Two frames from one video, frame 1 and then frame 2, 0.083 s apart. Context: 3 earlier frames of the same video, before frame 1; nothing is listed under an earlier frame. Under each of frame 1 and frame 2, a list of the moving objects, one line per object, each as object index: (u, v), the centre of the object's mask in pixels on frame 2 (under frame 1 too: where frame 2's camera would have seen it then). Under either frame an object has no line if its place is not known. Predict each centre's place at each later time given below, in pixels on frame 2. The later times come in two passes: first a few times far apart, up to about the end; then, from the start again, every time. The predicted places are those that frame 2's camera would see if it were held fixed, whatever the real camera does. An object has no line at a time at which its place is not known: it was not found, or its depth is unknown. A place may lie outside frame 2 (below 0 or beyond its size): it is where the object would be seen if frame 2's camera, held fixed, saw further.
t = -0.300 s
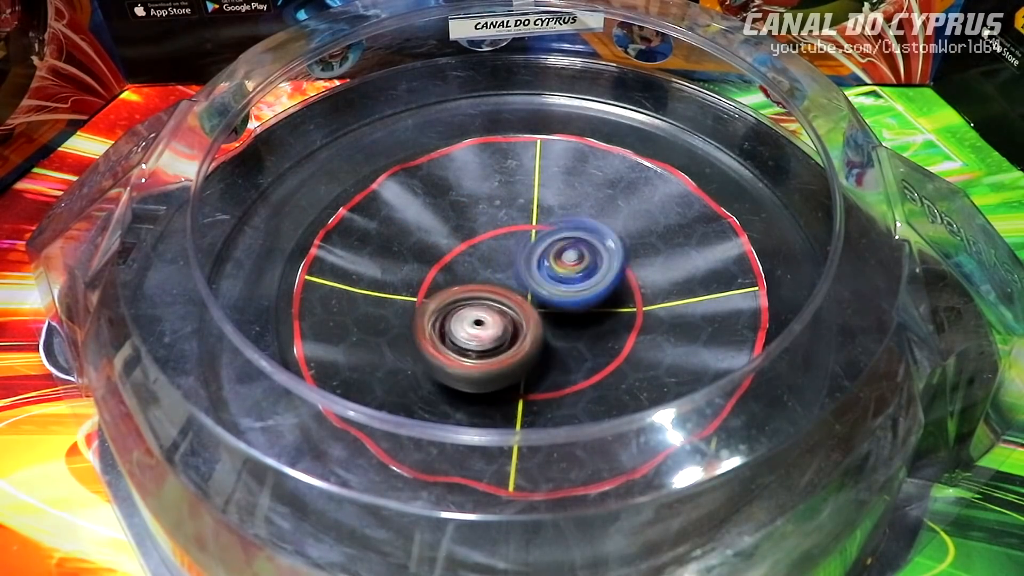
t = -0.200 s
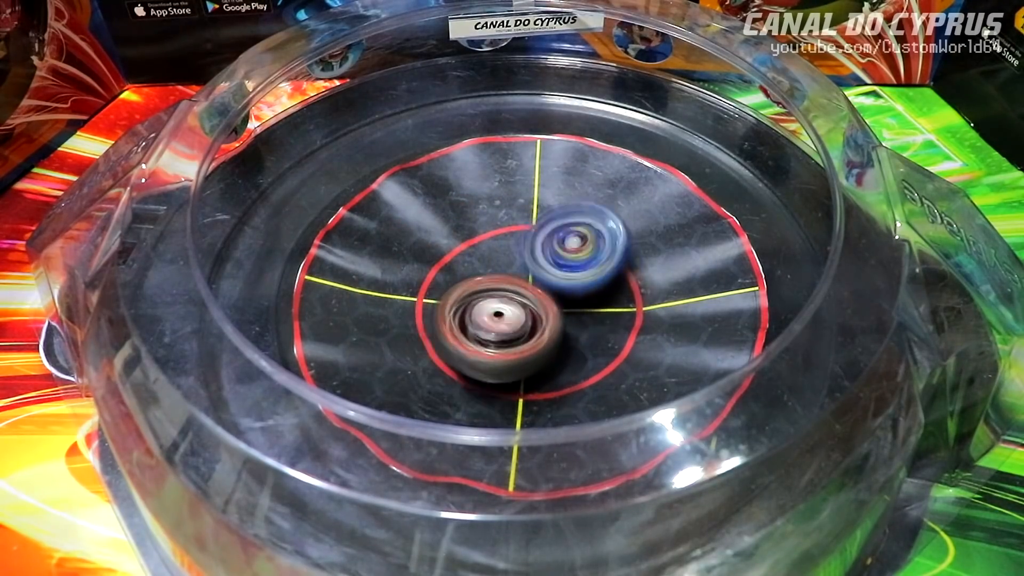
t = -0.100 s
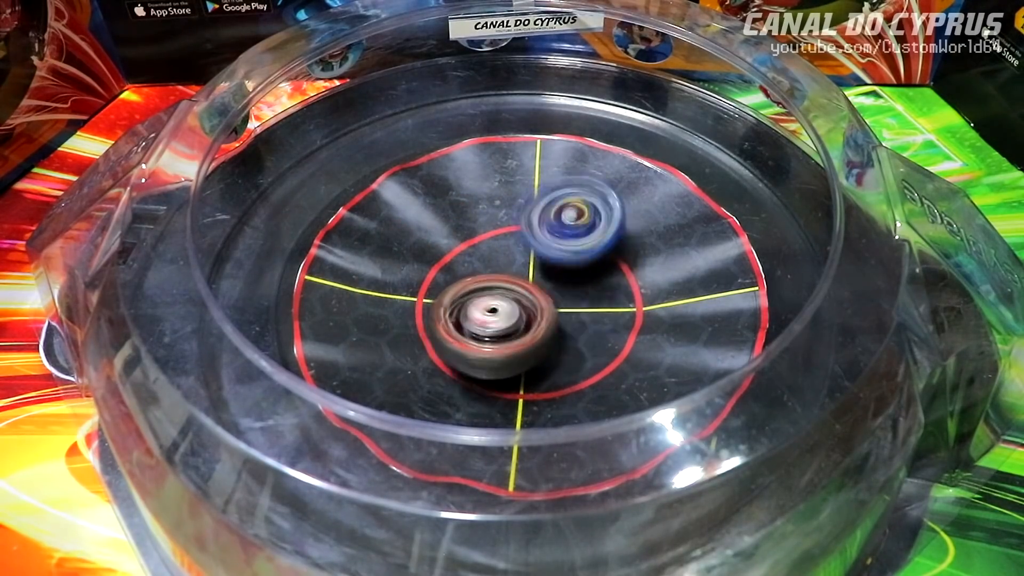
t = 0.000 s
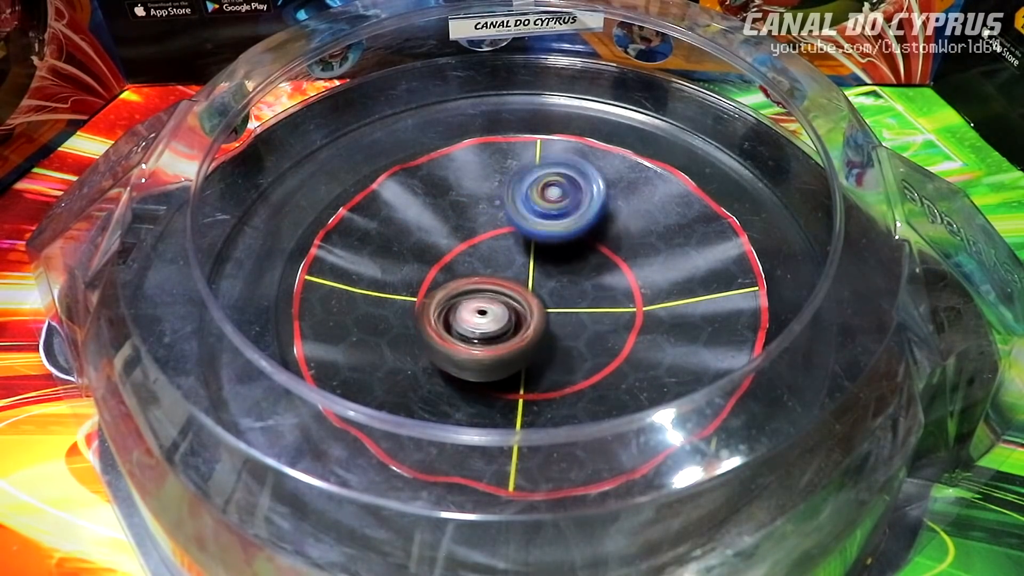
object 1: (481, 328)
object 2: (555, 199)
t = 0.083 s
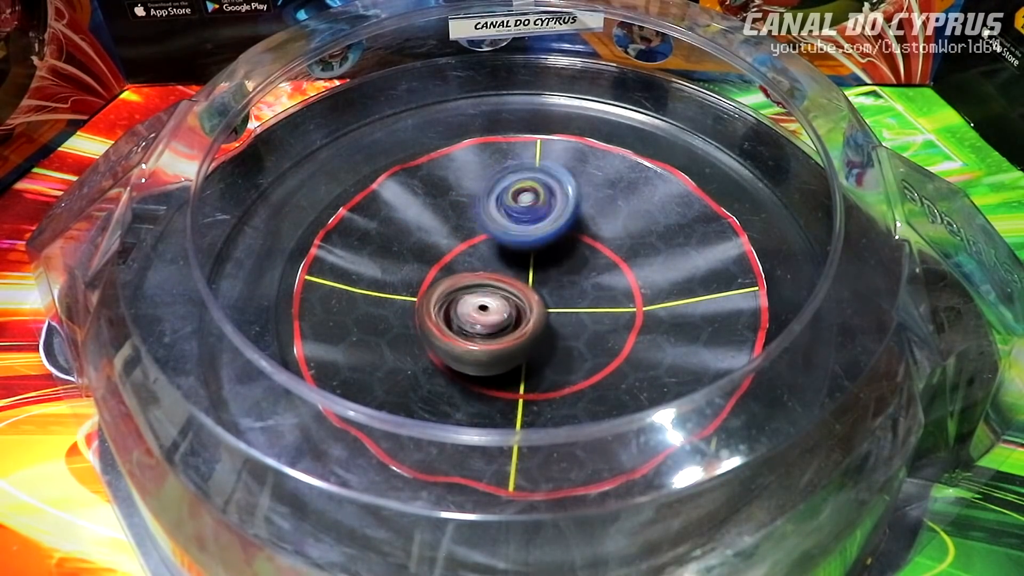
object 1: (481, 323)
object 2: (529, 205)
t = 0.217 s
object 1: (458, 336)
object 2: (524, 216)
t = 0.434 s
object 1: (460, 340)
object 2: (547, 263)
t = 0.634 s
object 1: (439, 320)
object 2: (593, 291)
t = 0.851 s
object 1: (437, 288)
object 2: (589, 304)
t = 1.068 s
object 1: (438, 246)
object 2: (554, 322)
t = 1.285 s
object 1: (456, 221)
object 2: (537, 320)
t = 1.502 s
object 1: (496, 202)
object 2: (480, 305)
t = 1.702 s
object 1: (535, 203)
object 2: (453, 299)
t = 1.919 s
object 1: (584, 220)
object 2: (468, 285)
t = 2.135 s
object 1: (630, 239)
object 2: (497, 274)
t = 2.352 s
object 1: (650, 282)
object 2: (517, 253)
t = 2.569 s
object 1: (625, 323)
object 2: (516, 257)
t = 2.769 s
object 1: (572, 367)
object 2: (517, 267)
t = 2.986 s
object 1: (504, 377)
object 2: (509, 269)
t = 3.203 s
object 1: (425, 361)
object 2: (540, 247)
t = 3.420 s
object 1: (384, 310)
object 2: (547, 253)
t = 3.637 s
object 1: (405, 251)
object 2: (530, 275)
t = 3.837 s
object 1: (430, 203)
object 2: (522, 281)
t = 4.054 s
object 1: (495, 179)
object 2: (514, 269)
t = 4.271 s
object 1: (584, 172)
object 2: (472, 335)
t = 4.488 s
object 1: (644, 207)
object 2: (503, 376)
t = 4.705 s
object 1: (654, 277)
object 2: (512, 345)
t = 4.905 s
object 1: (606, 347)
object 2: (490, 295)
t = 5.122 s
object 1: (514, 378)
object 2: (486, 289)
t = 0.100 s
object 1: (482, 321)
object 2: (524, 209)
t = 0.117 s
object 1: (481, 318)
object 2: (518, 213)
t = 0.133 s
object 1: (482, 317)
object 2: (514, 218)
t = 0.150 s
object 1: (481, 315)
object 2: (510, 222)
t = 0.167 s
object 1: (475, 320)
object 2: (512, 221)
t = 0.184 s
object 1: (468, 325)
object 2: (516, 218)
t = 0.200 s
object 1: (462, 332)
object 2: (521, 216)
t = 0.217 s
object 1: (458, 336)
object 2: (524, 216)
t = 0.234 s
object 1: (453, 340)
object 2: (527, 218)
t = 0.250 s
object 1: (451, 343)
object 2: (528, 221)
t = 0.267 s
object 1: (450, 346)
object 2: (528, 223)
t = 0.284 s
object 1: (449, 347)
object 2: (529, 227)
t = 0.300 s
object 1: (450, 348)
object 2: (531, 231)
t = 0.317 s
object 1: (451, 348)
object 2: (532, 235)
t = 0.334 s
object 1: (452, 348)
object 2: (534, 239)
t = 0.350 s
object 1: (452, 347)
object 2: (536, 243)
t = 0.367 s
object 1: (454, 347)
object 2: (538, 247)
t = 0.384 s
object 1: (455, 346)
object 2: (541, 250)
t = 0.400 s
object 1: (457, 344)
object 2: (543, 255)
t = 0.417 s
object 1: (458, 342)
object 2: (545, 258)
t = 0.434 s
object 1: (460, 340)
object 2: (547, 263)
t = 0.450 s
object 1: (462, 338)
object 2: (550, 266)
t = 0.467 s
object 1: (463, 336)
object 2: (553, 269)
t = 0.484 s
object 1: (461, 335)
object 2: (557, 272)
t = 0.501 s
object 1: (458, 334)
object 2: (562, 275)
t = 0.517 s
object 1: (455, 333)
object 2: (569, 278)
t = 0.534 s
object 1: (450, 331)
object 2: (574, 280)
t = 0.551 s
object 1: (448, 330)
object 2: (577, 282)
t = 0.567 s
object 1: (445, 328)
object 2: (579, 284)
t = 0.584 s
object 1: (444, 326)
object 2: (584, 286)
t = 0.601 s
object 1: (442, 324)
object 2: (587, 288)
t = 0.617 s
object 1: (441, 323)
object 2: (590, 289)
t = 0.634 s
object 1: (439, 320)
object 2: (593, 291)
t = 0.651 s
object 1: (438, 318)
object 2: (595, 294)
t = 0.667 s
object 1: (436, 316)
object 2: (598, 295)
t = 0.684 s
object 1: (436, 314)
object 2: (601, 297)
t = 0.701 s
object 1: (436, 312)
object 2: (603, 300)
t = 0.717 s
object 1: (434, 309)
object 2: (604, 300)
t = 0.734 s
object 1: (433, 306)
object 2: (605, 302)
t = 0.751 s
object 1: (433, 303)
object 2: (605, 303)
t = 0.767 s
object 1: (433, 301)
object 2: (604, 303)
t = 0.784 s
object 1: (433, 299)
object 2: (603, 303)
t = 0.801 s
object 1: (434, 297)
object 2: (600, 304)
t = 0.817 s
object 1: (434, 294)
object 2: (597, 304)
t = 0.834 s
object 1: (436, 291)
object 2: (594, 304)
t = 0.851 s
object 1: (437, 288)
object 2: (589, 304)
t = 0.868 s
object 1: (440, 287)
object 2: (585, 305)
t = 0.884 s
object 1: (441, 284)
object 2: (579, 306)
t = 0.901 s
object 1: (443, 281)
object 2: (574, 306)
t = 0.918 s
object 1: (445, 279)
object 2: (567, 306)
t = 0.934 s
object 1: (446, 275)
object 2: (565, 307)
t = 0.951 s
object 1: (444, 271)
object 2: (561, 308)
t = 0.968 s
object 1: (444, 268)
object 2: (559, 309)
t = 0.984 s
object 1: (444, 265)
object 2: (555, 310)
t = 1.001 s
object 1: (444, 261)
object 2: (550, 311)
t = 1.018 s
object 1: (442, 257)
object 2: (551, 314)
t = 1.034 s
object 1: (441, 253)
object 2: (551, 318)
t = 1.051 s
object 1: (440, 249)
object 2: (551, 320)
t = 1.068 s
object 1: (438, 246)
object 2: (554, 322)
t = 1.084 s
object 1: (438, 243)
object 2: (554, 325)
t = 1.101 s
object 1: (438, 241)
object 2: (554, 326)
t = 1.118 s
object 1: (438, 237)
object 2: (556, 328)
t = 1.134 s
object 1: (439, 236)
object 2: (555, 328)
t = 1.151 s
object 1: (439, 233)
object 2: (555, 328)
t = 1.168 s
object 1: (441, 231)
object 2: (555, 328)
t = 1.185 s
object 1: (442, 229)
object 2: (554, 328)
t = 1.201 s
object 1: (444, 228)
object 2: (552, 327)
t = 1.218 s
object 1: (445, 226)
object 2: (550, 326)
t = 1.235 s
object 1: (448, 224)
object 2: (547, 325)
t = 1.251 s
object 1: (451, 223)
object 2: (543, 323)
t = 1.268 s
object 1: (453, 221)
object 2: (540, 322)
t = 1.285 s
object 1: (456, 221)
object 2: (537, 320)
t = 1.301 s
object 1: (458, 219)
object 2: (532, 318)
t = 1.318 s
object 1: (462, 218)
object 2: (527, 316)
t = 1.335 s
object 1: (464, 217)
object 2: (524, 315)
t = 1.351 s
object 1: (468, 217)
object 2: (520, 312)
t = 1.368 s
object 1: (470, 216)
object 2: (516, 311)
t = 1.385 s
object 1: (474, 214)
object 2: (511, 308)
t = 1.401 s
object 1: (477, 213)
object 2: (507, 306)
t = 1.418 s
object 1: (481, 212)
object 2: (503, 305)
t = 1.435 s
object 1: (486, 211)
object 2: (499, 305)
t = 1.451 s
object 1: (488, 208)
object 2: (494, 305)
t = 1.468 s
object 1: (491, 206)
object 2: (489, 306)
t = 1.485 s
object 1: (493, 204)
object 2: (485, 305)
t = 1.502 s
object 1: (496, 202)
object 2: (480, 305)
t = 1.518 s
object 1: (499, 201)
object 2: (476, 305)
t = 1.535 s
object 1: (501, 199)
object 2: (473, 305)
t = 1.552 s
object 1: (505, 199)
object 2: (469, 304)
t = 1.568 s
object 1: (506, 198)
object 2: (464, 302)
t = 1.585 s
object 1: (511, 199)
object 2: (462, 303)
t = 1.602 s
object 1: (513, 198)
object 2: (458, 302)
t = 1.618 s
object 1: (518, 198)
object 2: (456, 301)
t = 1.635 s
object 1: (520, 199)
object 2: (455, 301)
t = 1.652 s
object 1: (525, 199)
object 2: (453, 300)
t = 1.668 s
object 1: (528, 200)
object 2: (453, 300)
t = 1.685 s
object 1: (530, 201)
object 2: (454, 300)
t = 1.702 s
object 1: (535, 203)
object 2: (453, 299)
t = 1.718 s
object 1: (537, 204)
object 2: (454, 297)
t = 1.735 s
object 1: (541, 204)
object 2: (456, 296)
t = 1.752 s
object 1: (543, 206)
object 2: (457, 296)
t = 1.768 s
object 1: (546, 207)
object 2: (458, 294)
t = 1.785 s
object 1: (549, 209)
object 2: (461, 293)
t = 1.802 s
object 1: (551, 210)
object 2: (465, 292)
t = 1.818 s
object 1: (555, 213)
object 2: (466, 290)
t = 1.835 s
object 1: (556, 215)
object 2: (469, 288)
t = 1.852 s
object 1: (560, 217)
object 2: (473, 286)
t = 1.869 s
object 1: (564, 218)
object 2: (474, 284)
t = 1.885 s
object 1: (571, 219)
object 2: (471, 285)
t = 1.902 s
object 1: (578, 218)
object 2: (470, 286)
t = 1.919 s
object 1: (584, 220)
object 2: (468, 285)
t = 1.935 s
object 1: (591, 220)
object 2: (470, 284)
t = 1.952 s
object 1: (594, 222)
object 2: (471, 284)
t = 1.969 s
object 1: (598, 222)
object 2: (471, 283)
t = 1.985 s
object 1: (602, 224)
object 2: (473, 282)
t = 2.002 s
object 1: (606, 225)
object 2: (476, 281)
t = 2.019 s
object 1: (610, 226)
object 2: (477, 281)
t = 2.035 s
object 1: (613, 228)
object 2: (477, 280)
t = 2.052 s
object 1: (616, 228)
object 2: (481, 279)
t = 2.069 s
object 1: (619, 231)
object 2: (485, 279)
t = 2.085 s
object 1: (622, 232)
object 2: (486, 278)
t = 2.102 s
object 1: (625, 234)
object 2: (489, 276)
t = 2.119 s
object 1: (627, 237)
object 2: (494, 275)
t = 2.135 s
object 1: (630, 239)
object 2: (497, 274)
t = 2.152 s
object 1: (631, 242)
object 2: (498, 272)
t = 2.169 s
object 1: (632, 244)
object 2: (502, 271)
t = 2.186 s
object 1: (634, 248)
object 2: (506, 269)
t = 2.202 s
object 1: (635, 251)
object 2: (508, 267)
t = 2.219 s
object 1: (637, 253)
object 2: (512, 266)
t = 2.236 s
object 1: (638, 257)
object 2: (514, 264)
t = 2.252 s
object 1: (640, 261)
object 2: (514, 261)
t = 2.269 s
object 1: (644, 264)
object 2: (517, 259)
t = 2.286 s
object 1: (645, 268)
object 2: (518, 258)
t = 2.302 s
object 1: (647, 271)
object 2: (516, 257)
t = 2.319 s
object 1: (648, 275)
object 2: (516, 254)
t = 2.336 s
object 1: (649, 278)
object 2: (518, 254)
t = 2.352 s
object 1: (650, 282)
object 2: (517, 253)
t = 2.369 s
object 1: (650, 285)
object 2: (516, 252)
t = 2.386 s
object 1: (651, 288)
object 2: (518, 251)
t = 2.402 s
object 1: (650, 292)
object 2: (518, 251)
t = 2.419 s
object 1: (649, 295)
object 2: (516, 250)
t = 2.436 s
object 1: (647, 299)
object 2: (516, 249)
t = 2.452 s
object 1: (646, 302)
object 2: (518, 250)
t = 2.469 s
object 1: (645, 305)
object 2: (515, 252)
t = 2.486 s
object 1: (642, 308)
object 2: (514, 251)
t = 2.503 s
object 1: (639, 311)
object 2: (516, 252)
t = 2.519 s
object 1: (636, 315)
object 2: (516, 255)
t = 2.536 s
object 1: (632, 317)
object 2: (514, 255)
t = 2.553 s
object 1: (629, 321)
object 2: (516, 256)
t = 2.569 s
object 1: (625, 323)
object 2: (516, 257)
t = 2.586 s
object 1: (621, 327)
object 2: (514, 259)
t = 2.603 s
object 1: (617, 330)
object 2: (514, 259)
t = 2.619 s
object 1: (612, 332)
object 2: (516, 262)
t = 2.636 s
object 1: (607, 335)
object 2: (516, 266)
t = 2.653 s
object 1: (602, 338)
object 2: (516, 268)
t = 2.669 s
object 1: (597, 341)
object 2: (517, 270)
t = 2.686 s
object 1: (591, 344)
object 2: (519, 274)
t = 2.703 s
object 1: (587, 350)
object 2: (519, 273)
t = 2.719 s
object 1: (585, 355)
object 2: (518, 272)
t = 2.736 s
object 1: (580, 359)
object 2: (518, 269)
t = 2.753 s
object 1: (577, 364)
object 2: (517, 268)
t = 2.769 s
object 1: (572, 367)
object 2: (517, 267)
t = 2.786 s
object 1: (568, 369)
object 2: (516, 266)
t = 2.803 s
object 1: (563, 371)
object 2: (515, 265)
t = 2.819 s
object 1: (557, 373)
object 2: (514, 265)
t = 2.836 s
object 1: (552, 375)
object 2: (513, 265)
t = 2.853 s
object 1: (547, 376)
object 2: (513, 265)
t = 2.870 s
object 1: (540, 377)
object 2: (512, 265)
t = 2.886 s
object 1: (535, 378)
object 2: (510, 266)
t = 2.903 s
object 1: (529, 379)
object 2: (510, 266)
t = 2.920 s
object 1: (524, 379)
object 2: (512, 266)
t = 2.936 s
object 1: (520, 378)
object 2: (512, 267)
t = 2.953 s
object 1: (514, 378)
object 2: (508, 269)
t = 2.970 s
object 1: (509, 378)
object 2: (507, 269)
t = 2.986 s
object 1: (504, 377)
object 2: (509, 269)
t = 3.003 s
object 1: (499, 375)
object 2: (510, 271)
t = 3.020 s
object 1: (494, 374)
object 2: (508, 272)
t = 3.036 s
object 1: (488, 372)
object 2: (506, 271)
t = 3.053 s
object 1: (484, 370)
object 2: (508, 271)
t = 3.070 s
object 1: (480, 367)
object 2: (509, 274)
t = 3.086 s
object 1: (473, 366)
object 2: (509, 275)
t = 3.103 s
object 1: (464, 368)
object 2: (517, 268)
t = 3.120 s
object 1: (455, 369)
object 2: (522, 263)
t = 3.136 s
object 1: (449, 368)
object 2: (528, 256)
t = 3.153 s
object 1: (442, 367)
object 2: (530, 252)
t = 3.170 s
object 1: (435, 366)
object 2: (535, 250)
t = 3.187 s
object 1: (430, 363)
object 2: (538, 247)
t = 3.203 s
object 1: (425, 361)
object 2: (540, 247)
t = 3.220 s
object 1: (419, 358)
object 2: (541, 248)
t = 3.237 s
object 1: (415, 355)
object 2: (542, 249)
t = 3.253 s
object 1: (412, 352)
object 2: (540, 248)
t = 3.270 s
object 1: (405, 348)
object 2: (540, 249)
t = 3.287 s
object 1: (404, 345)
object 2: (540, 248)
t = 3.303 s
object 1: (401, 341)
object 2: (539, 247)
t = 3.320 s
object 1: (396, 336)
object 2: (540, 247)
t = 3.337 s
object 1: (393, 332)
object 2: (541, 246)
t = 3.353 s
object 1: (390, 328)
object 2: (541, 247)
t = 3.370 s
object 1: (389, 323)
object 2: (544, 247)
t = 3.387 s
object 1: (387, 319)
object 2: (545, 249)
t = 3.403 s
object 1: (386, 315)
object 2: (546, 251)
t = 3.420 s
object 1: (384, 310)
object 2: (547, 253)
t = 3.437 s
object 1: (383, 305)
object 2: (547, 256)
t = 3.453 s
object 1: (383, 300)
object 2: (545, 258)
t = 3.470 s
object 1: (383, 296)
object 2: (543, 260)
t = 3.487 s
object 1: (384, 291)
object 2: (543, 263)
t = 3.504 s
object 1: (384, 287)
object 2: (542, 265)
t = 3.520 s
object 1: (387, 282)
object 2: (540, 267)
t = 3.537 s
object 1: (388, 277)
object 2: (540, 268)
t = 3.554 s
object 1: (389, 272)
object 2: (537, 269)
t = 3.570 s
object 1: (392, 268)
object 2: (536, 270)
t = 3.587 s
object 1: (394, 264)
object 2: (536, 273)
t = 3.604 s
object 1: (397, 258)
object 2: (533, 272)
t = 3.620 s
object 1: (402, 255)
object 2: (531, 274)
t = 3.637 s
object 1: (405, 251)
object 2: (530, 275)
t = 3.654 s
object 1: (407, 246)
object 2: (527, 274)
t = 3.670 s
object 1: (407, 241)
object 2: (530, 277)
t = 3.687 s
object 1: (407, 236)
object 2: (534, 279)
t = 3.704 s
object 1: (407, 230)
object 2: (537, 281)
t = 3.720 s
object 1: (407, 226)
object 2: (542, 285)
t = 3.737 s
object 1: (409, 222)
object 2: (542, 284)
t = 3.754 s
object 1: (412, 217)
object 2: (542, 286)
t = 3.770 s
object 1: (415, 214)
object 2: (539, 284)
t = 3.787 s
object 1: (418, 212)
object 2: (536, 285)
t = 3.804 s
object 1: (422, 207)
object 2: (530, 283)
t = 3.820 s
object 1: (426, 205)
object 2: (528, 281)
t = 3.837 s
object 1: (430, 203)
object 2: (522, 281)
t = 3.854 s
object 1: (435, 200)
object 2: (518, 278)
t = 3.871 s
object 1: (438, 198)
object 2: (517, 277)
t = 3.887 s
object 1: (443, 195)
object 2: (515, 274)
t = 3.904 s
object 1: (450, 192)
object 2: (517, 274)
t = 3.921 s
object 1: (454, 190)
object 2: (518, 273)
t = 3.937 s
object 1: (458, 190)
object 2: (519, 273)
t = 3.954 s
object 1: (464, 186)
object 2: (520, 273)
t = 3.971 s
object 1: (468, 186)
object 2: (521, 272)
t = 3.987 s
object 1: (472, 185)
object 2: (521, 273)
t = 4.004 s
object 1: (479, 182)
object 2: (520, 272)
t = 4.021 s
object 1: (483, 182)
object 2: (519, 273)
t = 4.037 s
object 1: (489, 181)
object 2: (516, 270)
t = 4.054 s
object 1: (495, 179)
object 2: (514, 269)
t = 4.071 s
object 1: (500, 179)
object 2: (515, 269)
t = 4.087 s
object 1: (505, 179)
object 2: (512, 270)
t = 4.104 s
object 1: (512, 177)
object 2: (513, 271)
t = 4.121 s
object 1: (517, 177)
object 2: (510, 271)
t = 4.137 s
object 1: (523, 177)
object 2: (510, 271)
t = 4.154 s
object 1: (528, 177)
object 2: (509, 271)
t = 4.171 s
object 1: (535, 178)
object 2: (506, 277)
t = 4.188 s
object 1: (545, 178)
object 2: (496, 286)
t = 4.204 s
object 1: (556, 173)
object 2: (490, 295)
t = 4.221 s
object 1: (563, 172)
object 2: (482, 308)
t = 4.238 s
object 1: (571, 170)
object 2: (479, 317)
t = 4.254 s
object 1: (577, 170)
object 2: (475, 325)
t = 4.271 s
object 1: (584, 172)
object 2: (472, 335)
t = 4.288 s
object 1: (589, 171)
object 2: (471, 341)
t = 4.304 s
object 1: (595, 173)
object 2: (474, 349)
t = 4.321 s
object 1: (601, 174)
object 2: (474, 356)
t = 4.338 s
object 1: (605, 176)
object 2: (477, 361)
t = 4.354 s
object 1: (611, 178)
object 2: (480, 365)
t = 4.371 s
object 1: (615, 180)
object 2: (485, 369)
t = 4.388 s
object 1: (620, 184)
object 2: (489, 371)
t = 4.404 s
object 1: (624, 187)
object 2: (492, 374)
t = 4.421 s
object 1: (628, 190)
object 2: (495, 375)
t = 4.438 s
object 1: (634, 196)
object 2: (497, 376)
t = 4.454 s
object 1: (636, 198)
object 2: (499, 376)
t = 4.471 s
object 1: (640, 203)
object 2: (502, 376)
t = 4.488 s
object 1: (644, 207)
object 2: (503, 376)
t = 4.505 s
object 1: (646, 211)
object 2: (504, 377)
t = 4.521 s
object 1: (649, 217)
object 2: (503, 372)
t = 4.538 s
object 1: (652, 221)
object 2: (508, 376)
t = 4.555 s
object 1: (653, 227)
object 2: (511, 375)
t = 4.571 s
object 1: (655, 231)
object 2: (512, 372)
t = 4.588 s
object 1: (656, 236)
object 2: (514, 370)
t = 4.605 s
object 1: (658, 242)
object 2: (514, 369)
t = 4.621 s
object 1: (658, 246)
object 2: (513, 366)
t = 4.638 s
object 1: (658, 252)
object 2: (512, 362)
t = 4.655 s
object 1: (659, 258)
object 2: (511, 357)
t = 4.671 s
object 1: (657, 265)
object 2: (512, 353)
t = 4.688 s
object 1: (656, 271)
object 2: (512, 349)
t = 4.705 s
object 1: (654, 277)
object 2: (512, 345)
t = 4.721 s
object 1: (651, 284)
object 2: (512, 341)
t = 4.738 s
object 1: (650, 290)
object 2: (512, 336)
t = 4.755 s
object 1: (644, 297)
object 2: (512, 331)
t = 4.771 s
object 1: (641, 303)
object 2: (511, 327)
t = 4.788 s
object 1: (636, 308)
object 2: (510, 323)
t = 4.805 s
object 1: (631, 315)
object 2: (508, 320)
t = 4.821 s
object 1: (627, 320)
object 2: (506, 316)
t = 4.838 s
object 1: (623, 327)
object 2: (501, 310)
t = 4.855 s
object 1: (621, 332)
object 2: (498, 307)
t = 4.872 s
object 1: (616, 337)
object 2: (495, 303)
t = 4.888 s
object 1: (611, 343)
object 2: (492, 298)
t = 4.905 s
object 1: (606, 347)
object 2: (490, 295)
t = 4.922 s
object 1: (601, 351)
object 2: (489, 293)
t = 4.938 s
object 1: (595, 356)
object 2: (487, 290)
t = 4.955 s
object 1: (588, 359)
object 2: (486, 289)
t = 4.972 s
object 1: (582, 363)
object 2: (485, 289)
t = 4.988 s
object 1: (575, 366)
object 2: (485, 289)
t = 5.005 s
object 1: (569, 368)
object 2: (485, 289)
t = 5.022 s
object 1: (560, 370)
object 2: (486, 288)
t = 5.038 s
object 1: (554, 373)
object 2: (486, 288)
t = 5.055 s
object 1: (546, 374)
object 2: (486, 288)
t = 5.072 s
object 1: (537, 376)
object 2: (486, 289)
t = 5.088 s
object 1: (529, 376)
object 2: (486, 289)
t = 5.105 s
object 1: (521, 377)
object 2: (486, 289)
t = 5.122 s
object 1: (514, 378)
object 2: (486, 289)
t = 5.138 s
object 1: (505, 377)
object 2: (485, 289)
